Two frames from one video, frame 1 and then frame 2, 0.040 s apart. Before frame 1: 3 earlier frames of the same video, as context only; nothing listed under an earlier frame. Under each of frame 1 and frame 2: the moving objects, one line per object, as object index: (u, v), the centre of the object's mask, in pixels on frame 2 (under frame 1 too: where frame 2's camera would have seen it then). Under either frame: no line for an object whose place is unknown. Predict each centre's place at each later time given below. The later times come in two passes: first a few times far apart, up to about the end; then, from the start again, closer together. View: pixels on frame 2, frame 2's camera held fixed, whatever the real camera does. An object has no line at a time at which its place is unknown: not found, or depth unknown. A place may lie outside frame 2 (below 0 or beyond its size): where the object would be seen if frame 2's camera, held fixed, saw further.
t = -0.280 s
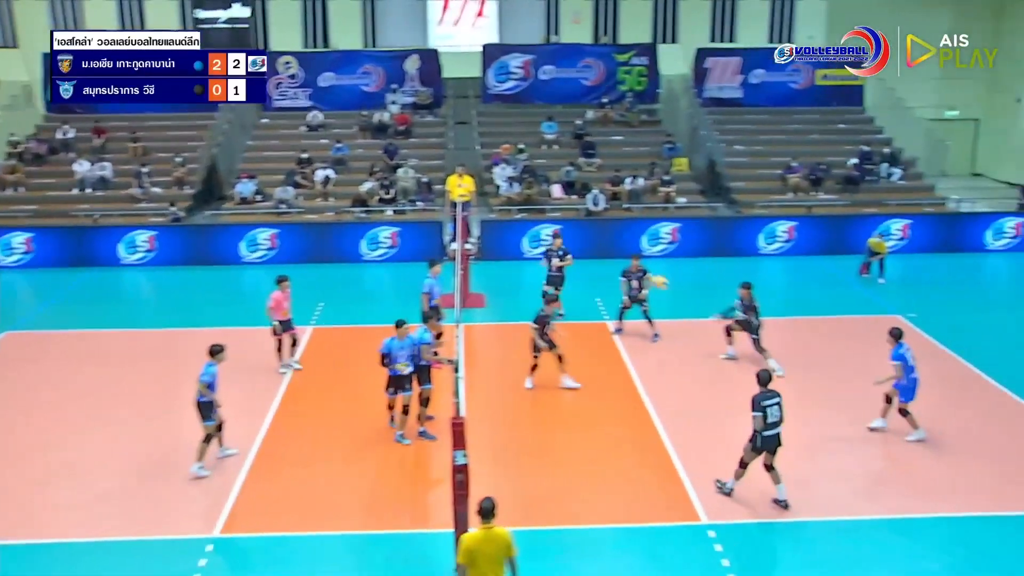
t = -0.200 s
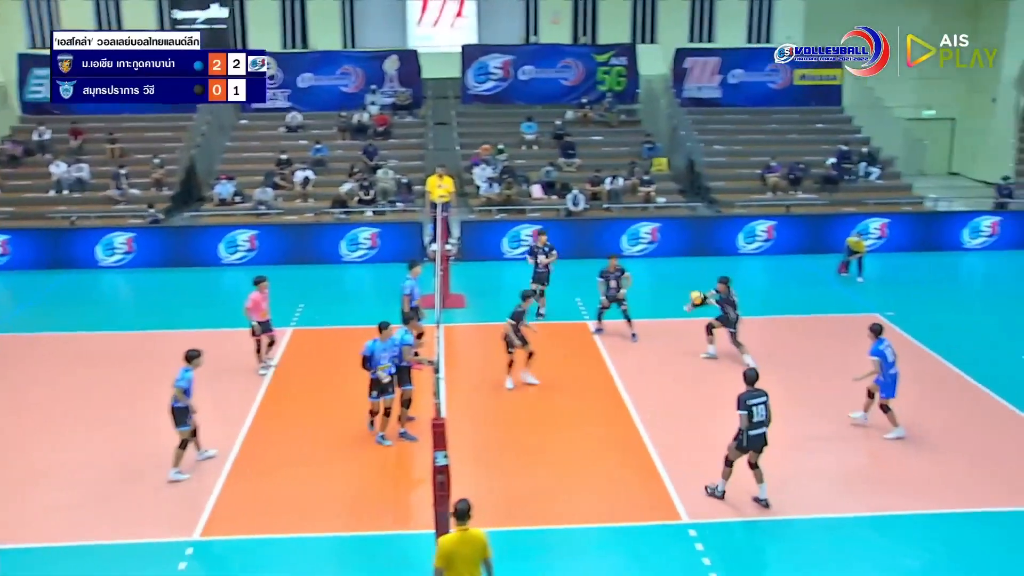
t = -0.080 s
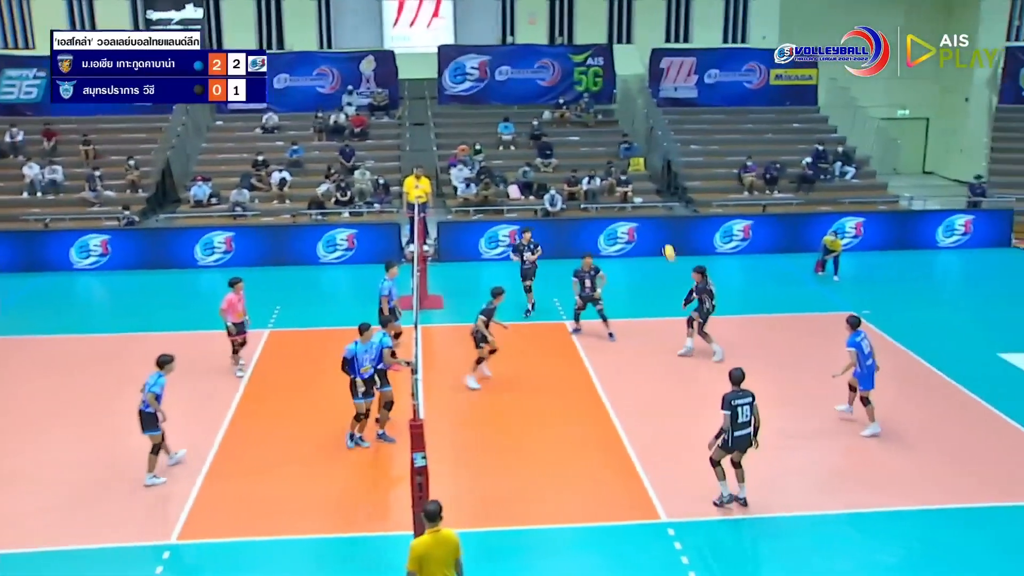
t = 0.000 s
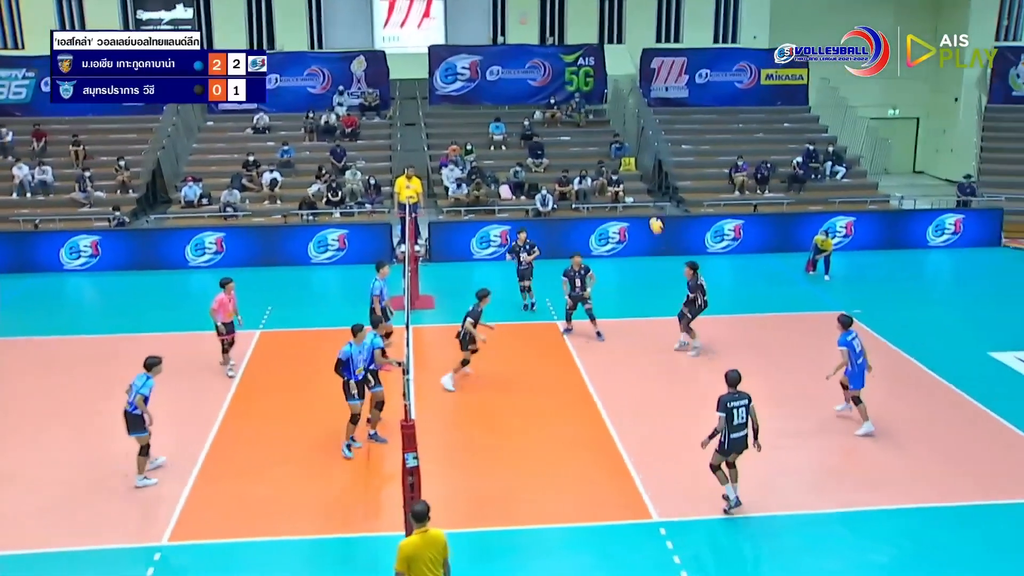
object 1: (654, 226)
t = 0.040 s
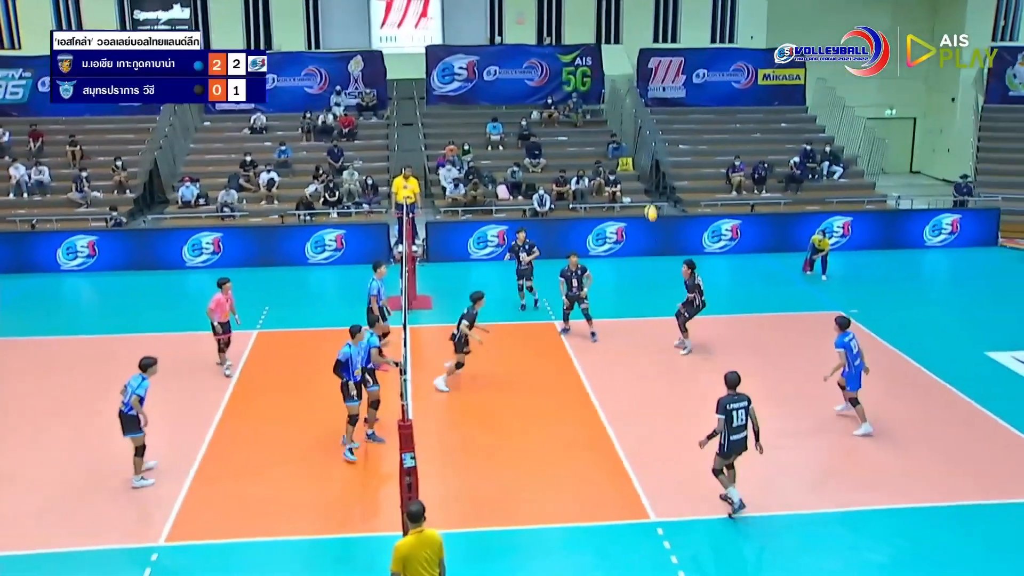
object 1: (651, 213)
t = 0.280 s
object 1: (639, 154)
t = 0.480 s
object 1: (630, 128)
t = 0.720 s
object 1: (620, 128)
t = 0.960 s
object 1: (611, 165)
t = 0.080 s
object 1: (649, 201)
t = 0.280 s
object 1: (639, 154)
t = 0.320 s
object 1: (636, 146)
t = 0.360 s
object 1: (634, 141)
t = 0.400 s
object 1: (633, 136)
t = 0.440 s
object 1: (632, 131)
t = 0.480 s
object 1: (630, 128)
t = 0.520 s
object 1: (628, 125)
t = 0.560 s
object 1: (626, 124)
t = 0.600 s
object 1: (624, 123)
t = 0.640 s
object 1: (623, 124)
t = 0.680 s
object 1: (622, 126)
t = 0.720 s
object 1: (620, 128)
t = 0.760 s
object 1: (619, 131)
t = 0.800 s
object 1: (617, 136)
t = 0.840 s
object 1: (616, 142)
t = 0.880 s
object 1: (614, 149)
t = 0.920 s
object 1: (613, 158)
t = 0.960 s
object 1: (611, 165)
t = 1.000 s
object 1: (610, 176)
